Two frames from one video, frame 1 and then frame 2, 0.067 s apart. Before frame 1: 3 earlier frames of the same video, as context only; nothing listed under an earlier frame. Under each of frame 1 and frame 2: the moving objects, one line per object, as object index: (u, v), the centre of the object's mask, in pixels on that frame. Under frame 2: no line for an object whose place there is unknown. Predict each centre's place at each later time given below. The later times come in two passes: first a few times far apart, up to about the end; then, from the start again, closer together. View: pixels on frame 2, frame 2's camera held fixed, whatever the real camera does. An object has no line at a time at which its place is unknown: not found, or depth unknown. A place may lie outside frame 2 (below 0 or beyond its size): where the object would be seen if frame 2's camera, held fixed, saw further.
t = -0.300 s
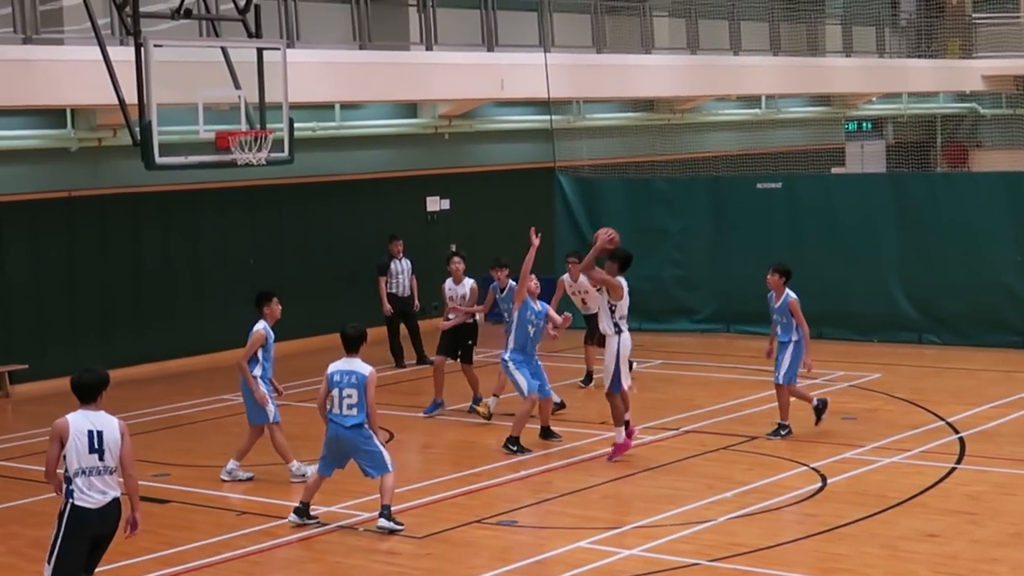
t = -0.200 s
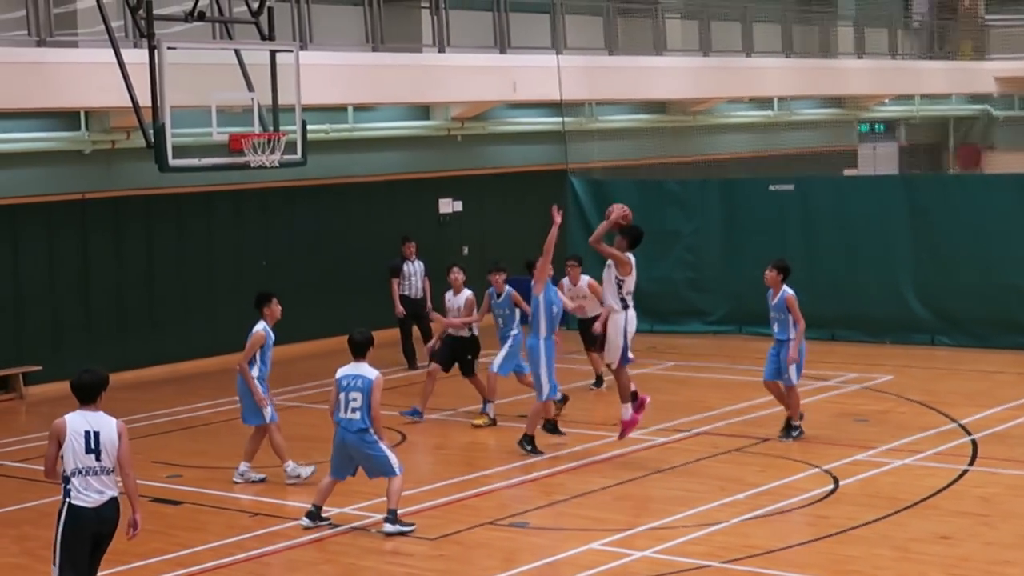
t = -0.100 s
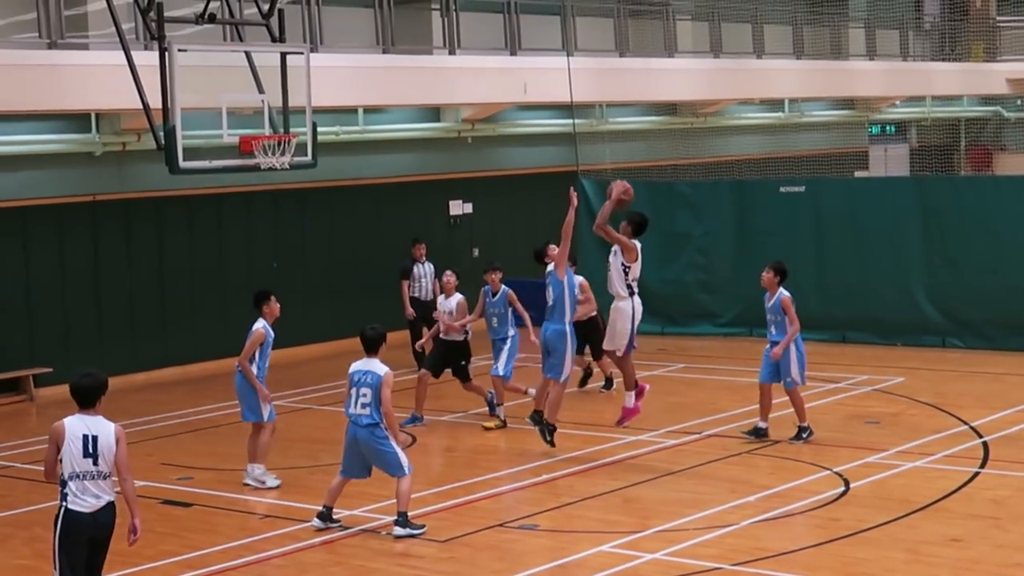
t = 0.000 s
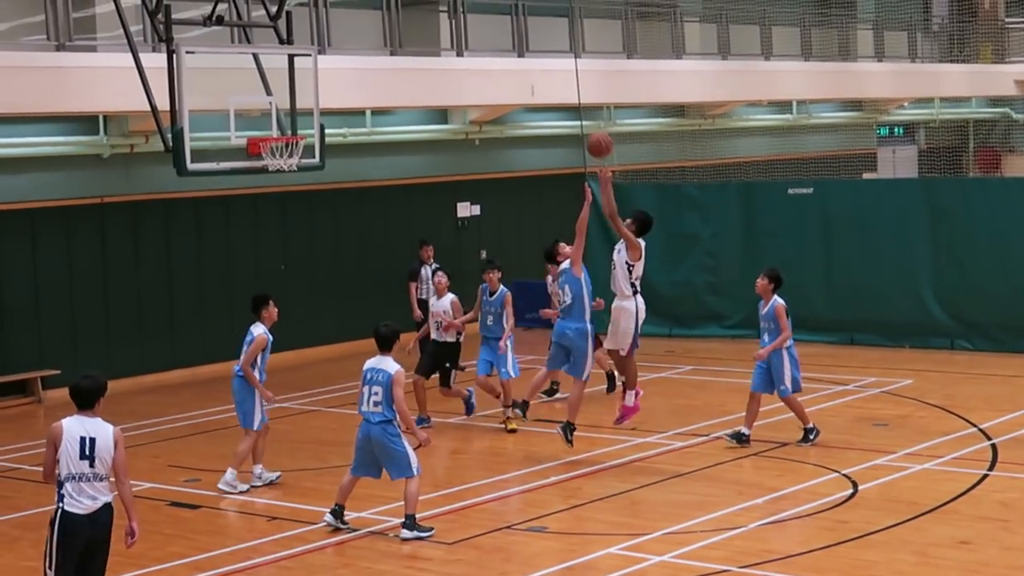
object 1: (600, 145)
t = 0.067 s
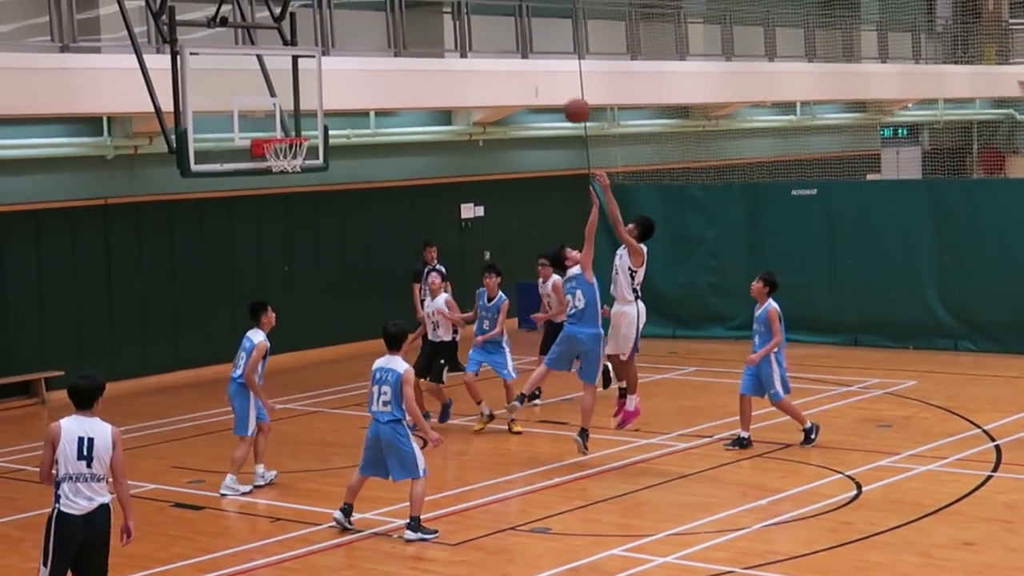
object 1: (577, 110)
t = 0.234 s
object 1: (515, 47)
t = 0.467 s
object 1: (432, 8)
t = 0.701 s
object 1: (357, 28)
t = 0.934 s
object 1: (288, 102)
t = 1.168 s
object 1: (332, 123)
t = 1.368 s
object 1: (405, 149)
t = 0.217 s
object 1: (520, 51)
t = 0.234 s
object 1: (515, 47)
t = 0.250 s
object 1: (509, 42)
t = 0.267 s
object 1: (503, 37)
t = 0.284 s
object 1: (496, 34)
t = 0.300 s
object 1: (490, 30)
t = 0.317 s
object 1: (484, 26)
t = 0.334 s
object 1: (479, 22)
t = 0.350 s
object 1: (473, 20)
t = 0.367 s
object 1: (466, 17)
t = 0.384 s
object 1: (461, 15)
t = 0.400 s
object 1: (455, 13)
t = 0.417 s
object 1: (449, 12)
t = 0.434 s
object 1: (444, 10)
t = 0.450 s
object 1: (438, 9)
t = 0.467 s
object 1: (432, 8)
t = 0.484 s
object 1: (428, 8)
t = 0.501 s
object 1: (421, 8)
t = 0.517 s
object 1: (415, 8)
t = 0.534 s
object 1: (411, 8)
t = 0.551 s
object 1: (405, 8)
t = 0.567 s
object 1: (400, 9)
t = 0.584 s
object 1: (394, 11)
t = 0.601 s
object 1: (388, 13)
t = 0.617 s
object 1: (383, 15)
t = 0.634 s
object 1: (377, 17)
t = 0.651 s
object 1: (372, 19)
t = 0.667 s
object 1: (367, 22)
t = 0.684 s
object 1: (362, 26)
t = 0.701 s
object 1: (357, 28)
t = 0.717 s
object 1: (352, 32)
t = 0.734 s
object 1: (347, 36)
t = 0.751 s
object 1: (342, 40)
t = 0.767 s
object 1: (336, 44)
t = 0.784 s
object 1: (332, 48)
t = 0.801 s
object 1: (327, 53)
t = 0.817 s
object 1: (322, 59)
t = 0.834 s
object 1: (317, 64)
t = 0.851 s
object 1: (312, 70)
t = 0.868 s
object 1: (307, 76)
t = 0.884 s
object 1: (302, 82)
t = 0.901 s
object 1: (297, 88)
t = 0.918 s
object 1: (292, 95)
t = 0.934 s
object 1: (288, 102)
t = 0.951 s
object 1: (283, 109)
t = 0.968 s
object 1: (279, 117)
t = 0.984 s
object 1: (273, 124)
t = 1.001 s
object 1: (270, 130)
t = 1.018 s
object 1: (274, 129)
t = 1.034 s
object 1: (280, 128)
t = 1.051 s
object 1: (287, 127)
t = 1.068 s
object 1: (294, 126)
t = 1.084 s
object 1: (300, 125)
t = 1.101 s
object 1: (306, 125)
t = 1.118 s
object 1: (313, 124)
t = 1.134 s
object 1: (319, 123)
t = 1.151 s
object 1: (325, 123)
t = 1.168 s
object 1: (332, 123)
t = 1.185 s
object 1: (338, 124)
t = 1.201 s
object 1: (344, 125)
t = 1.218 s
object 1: (350, 127)
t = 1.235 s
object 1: (356, 128)
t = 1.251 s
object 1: (362, 130)
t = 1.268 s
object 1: (369, 133)
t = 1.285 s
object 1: (375, 134)
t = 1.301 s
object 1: (381, 136)
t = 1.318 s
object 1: (387, 139)
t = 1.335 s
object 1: (393, 142)
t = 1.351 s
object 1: (400, 146)
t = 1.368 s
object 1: (405, 149)
